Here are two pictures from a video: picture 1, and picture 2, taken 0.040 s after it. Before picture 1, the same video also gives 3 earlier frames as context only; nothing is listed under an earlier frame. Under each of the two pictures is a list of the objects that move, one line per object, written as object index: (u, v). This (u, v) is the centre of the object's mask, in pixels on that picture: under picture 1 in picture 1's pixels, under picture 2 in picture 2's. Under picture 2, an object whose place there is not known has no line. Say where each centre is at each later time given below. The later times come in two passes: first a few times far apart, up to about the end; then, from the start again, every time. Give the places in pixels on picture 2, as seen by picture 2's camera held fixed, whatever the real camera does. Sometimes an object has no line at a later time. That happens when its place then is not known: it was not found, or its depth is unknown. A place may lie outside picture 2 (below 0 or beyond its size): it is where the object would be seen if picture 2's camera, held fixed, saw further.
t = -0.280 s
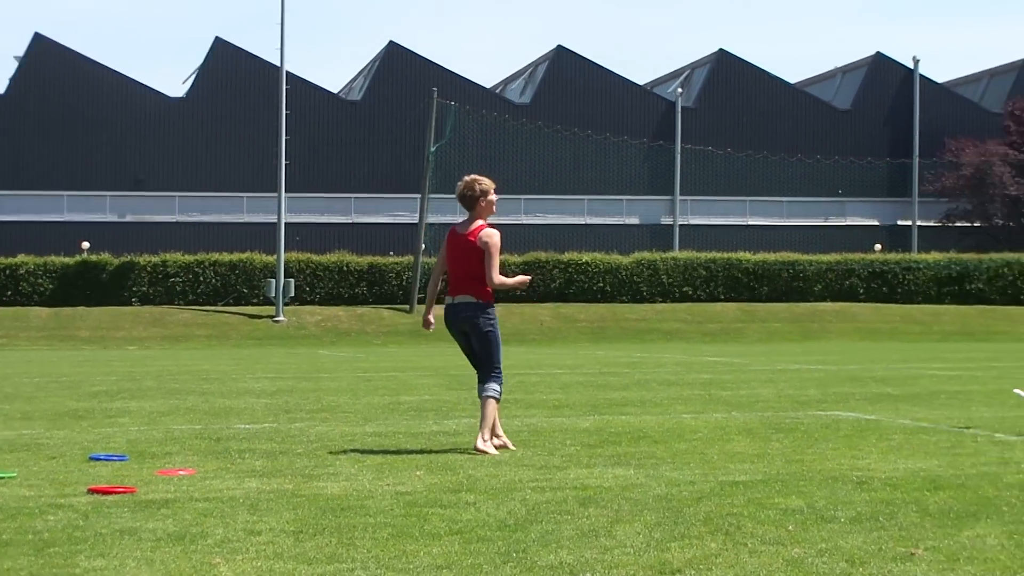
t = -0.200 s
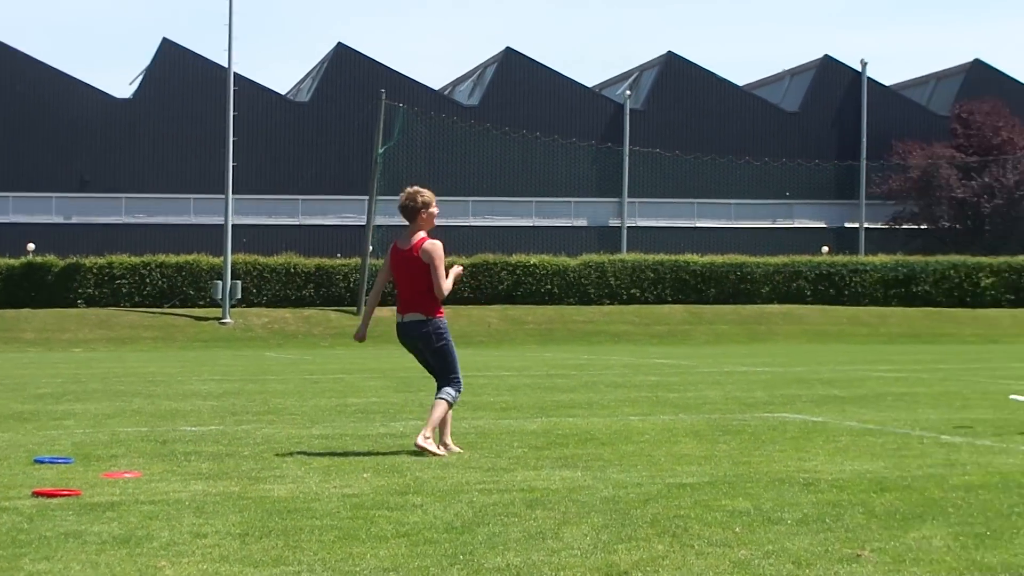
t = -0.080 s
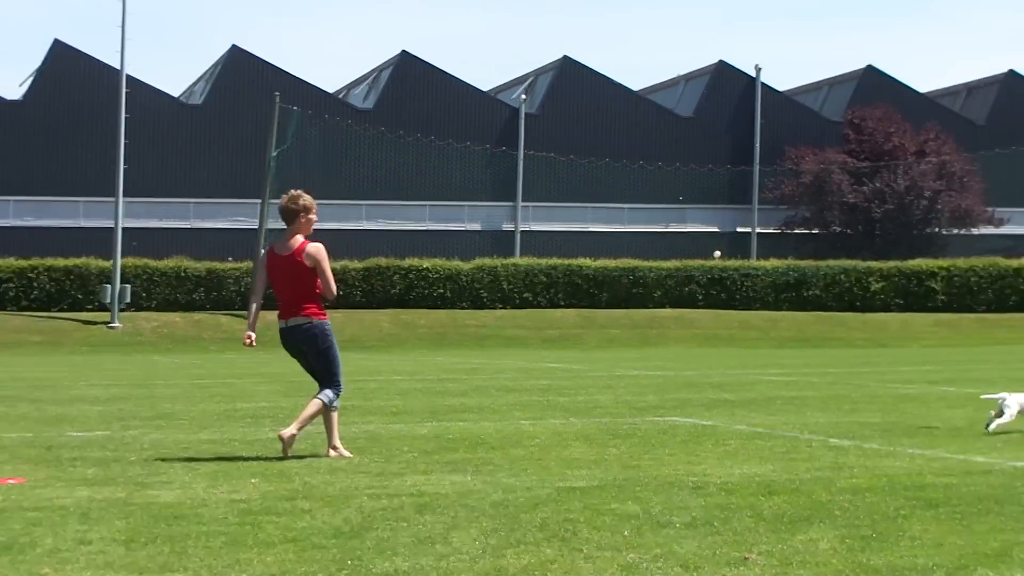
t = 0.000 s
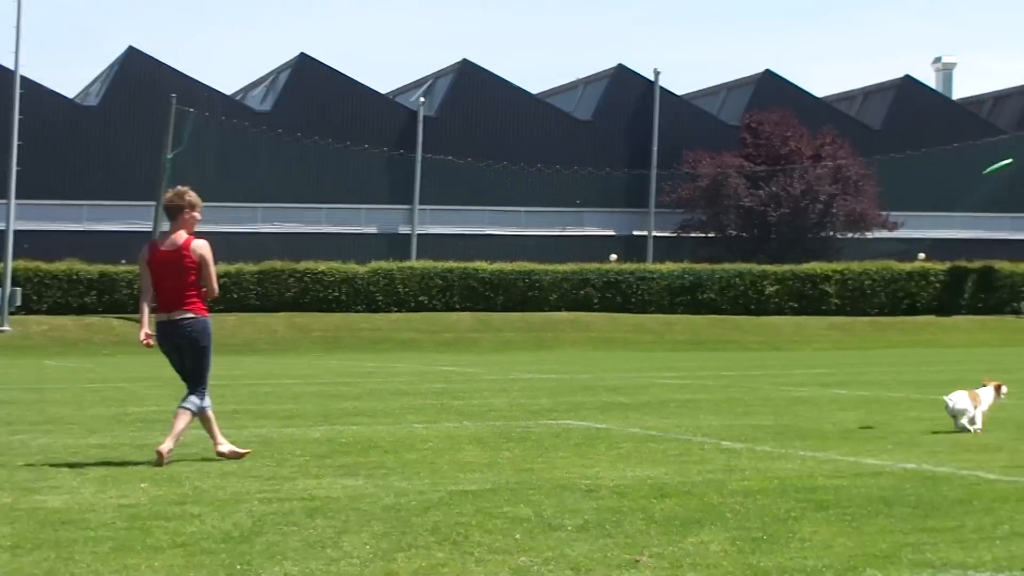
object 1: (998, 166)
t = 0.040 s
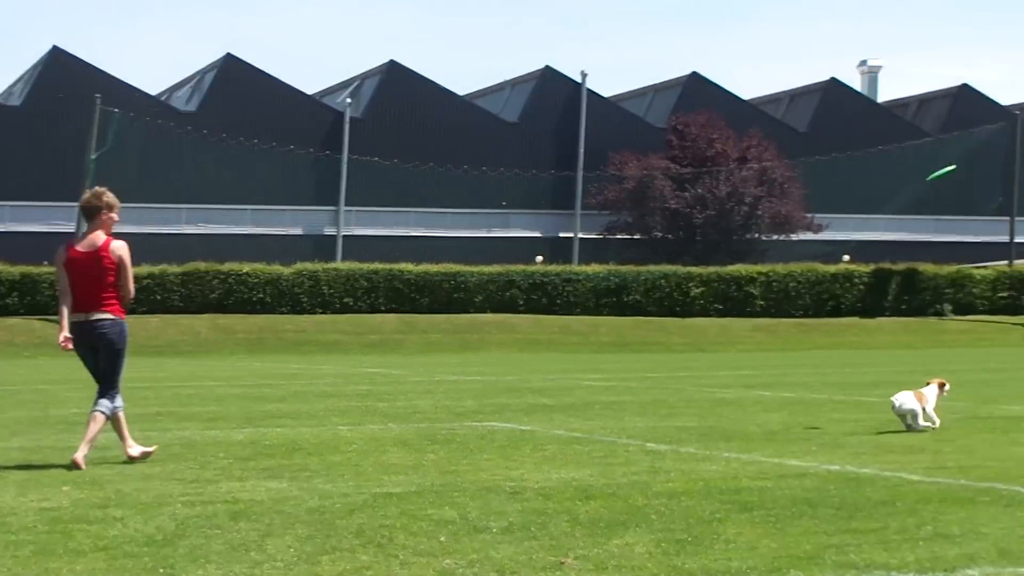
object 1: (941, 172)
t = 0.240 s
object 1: (1025, 196)
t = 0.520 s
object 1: (1108, 252)
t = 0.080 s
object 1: (955, 175)
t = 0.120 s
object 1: (974, 179)
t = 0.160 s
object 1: (991, 183)
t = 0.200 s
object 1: (1008, 188)
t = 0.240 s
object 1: (1025, 196)
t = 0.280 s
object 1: (1040, 203)
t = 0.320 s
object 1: (1055, 209)
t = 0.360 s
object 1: (1067, 217)
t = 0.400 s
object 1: (1079, 225)
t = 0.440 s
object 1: (1089, 234)
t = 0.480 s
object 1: (1098, 243)
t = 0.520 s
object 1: (1108, 252)
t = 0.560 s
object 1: (1115, 263)
